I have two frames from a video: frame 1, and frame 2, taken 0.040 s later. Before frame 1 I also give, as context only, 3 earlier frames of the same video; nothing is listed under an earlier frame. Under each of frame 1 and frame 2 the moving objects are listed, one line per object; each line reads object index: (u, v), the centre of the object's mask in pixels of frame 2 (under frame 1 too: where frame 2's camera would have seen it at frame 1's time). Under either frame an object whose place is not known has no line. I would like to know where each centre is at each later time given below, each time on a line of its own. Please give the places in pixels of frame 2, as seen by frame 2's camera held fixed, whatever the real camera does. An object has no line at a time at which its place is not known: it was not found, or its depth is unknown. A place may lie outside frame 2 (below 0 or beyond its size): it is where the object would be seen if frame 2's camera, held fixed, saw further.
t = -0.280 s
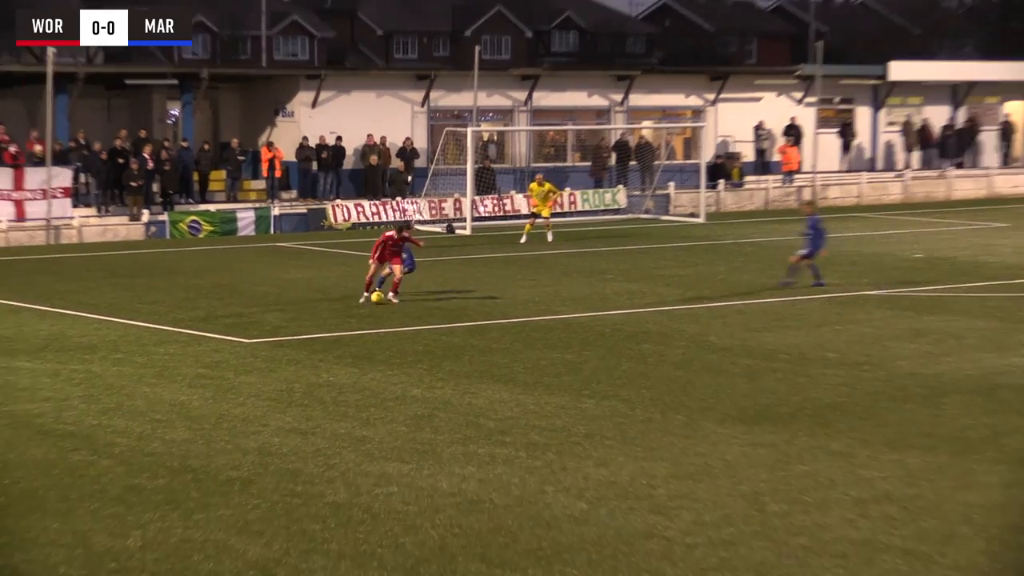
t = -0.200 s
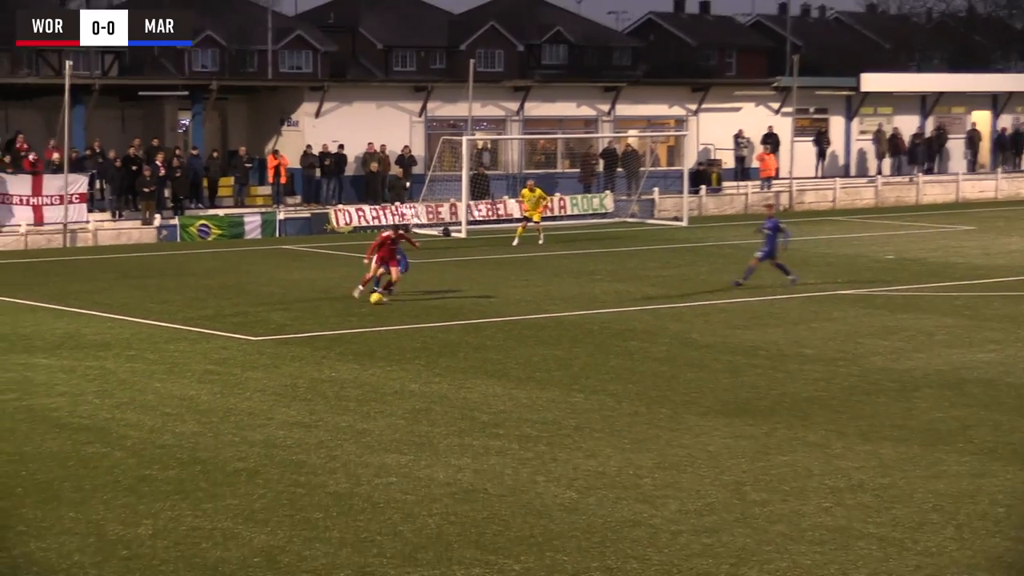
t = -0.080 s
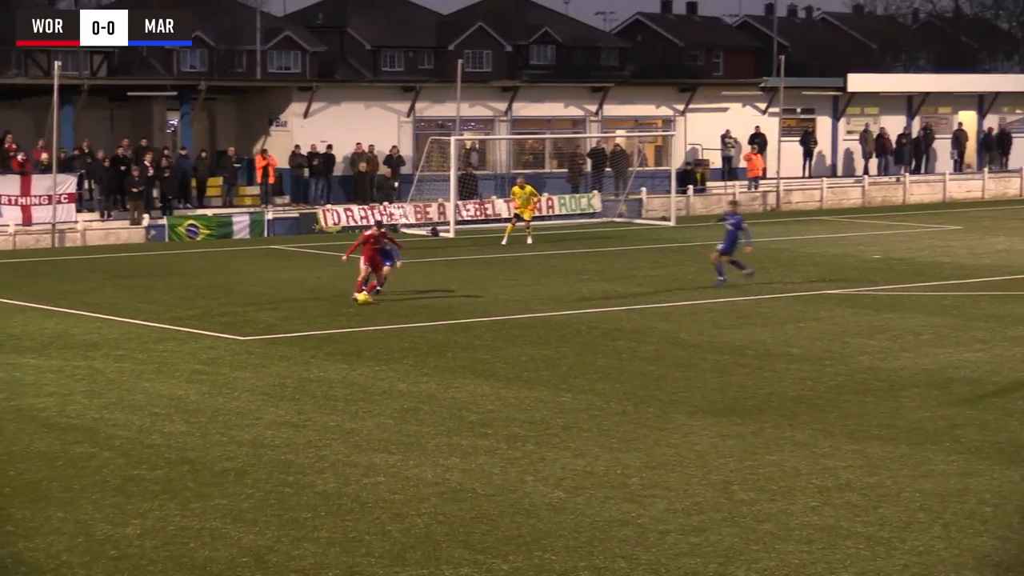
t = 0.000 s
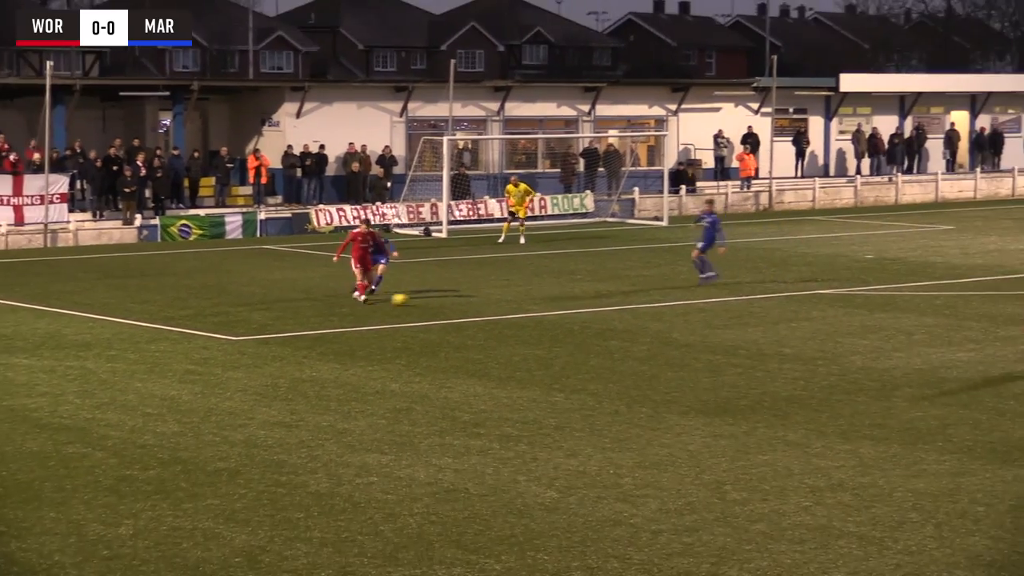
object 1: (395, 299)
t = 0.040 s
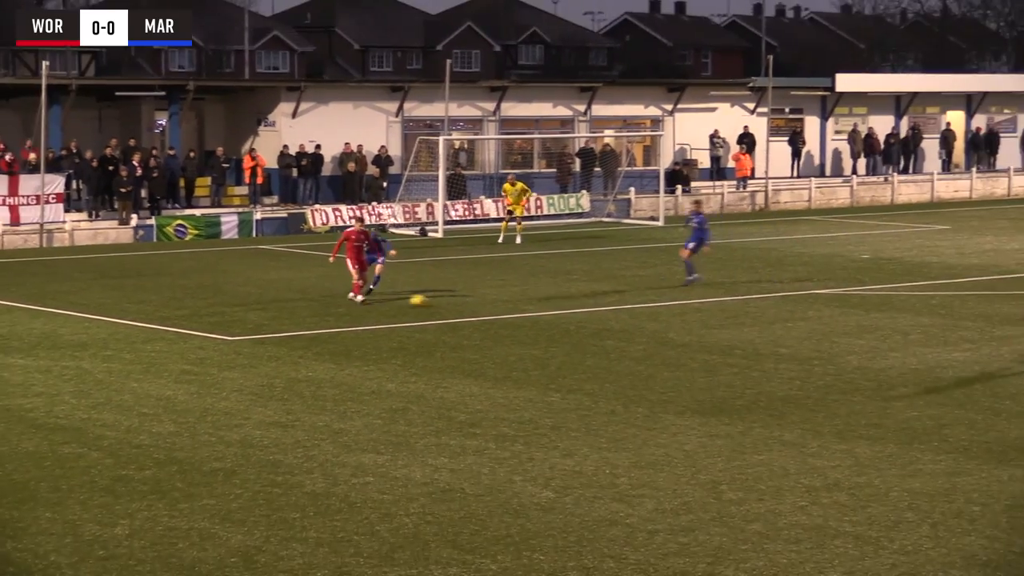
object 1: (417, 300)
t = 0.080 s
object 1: (439, 301)
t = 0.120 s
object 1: (459, 300)
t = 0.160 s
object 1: (478, 301)
